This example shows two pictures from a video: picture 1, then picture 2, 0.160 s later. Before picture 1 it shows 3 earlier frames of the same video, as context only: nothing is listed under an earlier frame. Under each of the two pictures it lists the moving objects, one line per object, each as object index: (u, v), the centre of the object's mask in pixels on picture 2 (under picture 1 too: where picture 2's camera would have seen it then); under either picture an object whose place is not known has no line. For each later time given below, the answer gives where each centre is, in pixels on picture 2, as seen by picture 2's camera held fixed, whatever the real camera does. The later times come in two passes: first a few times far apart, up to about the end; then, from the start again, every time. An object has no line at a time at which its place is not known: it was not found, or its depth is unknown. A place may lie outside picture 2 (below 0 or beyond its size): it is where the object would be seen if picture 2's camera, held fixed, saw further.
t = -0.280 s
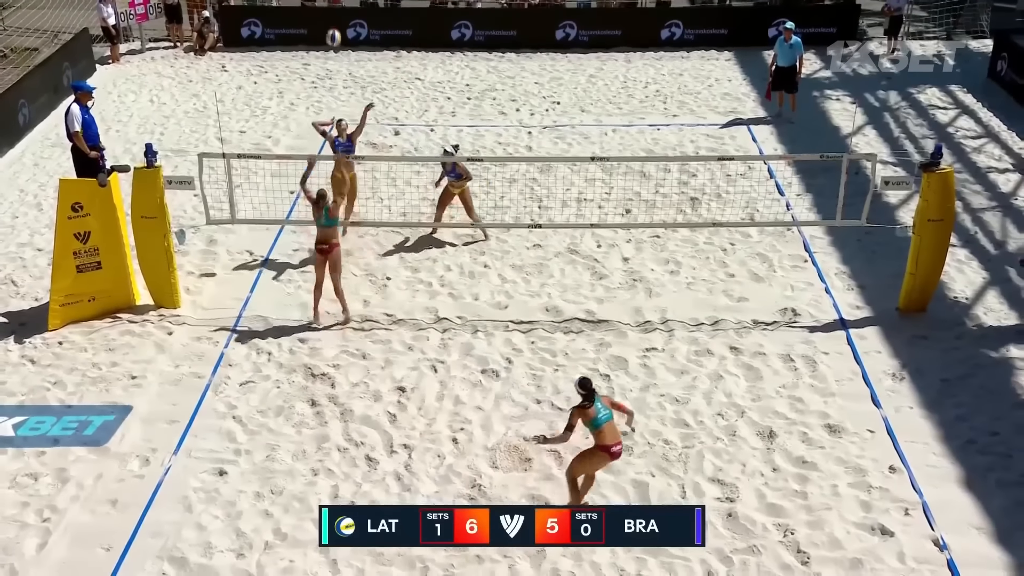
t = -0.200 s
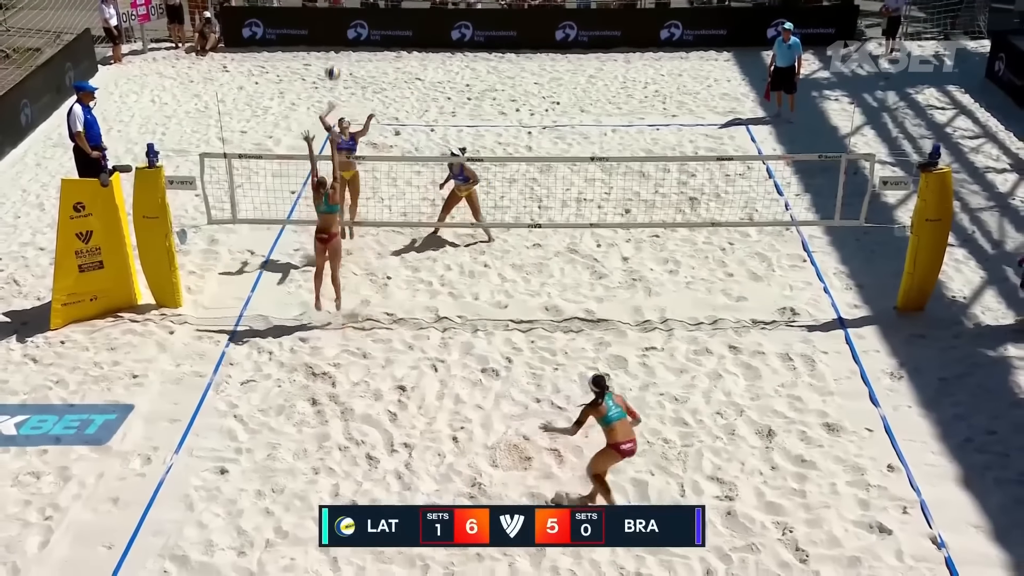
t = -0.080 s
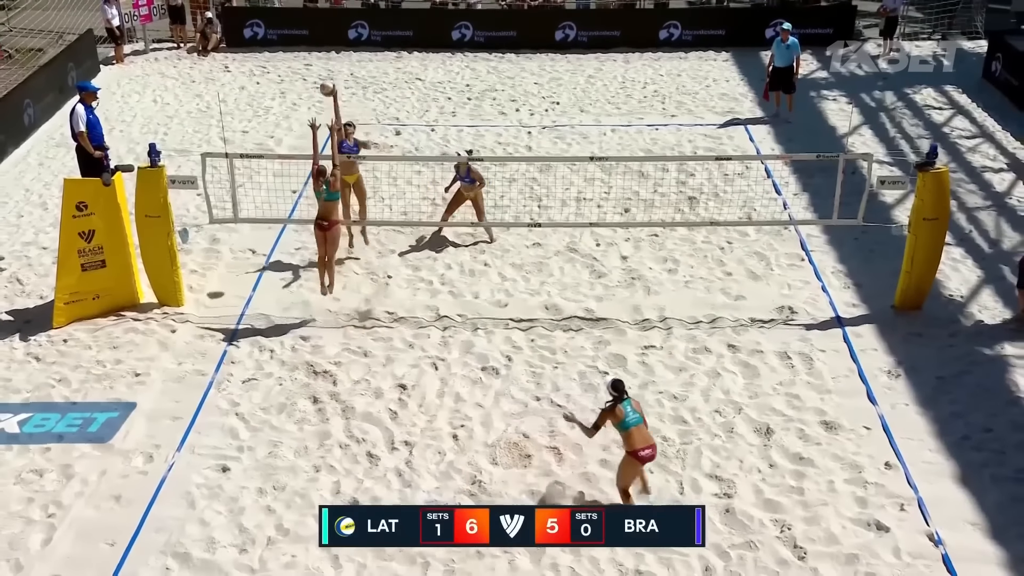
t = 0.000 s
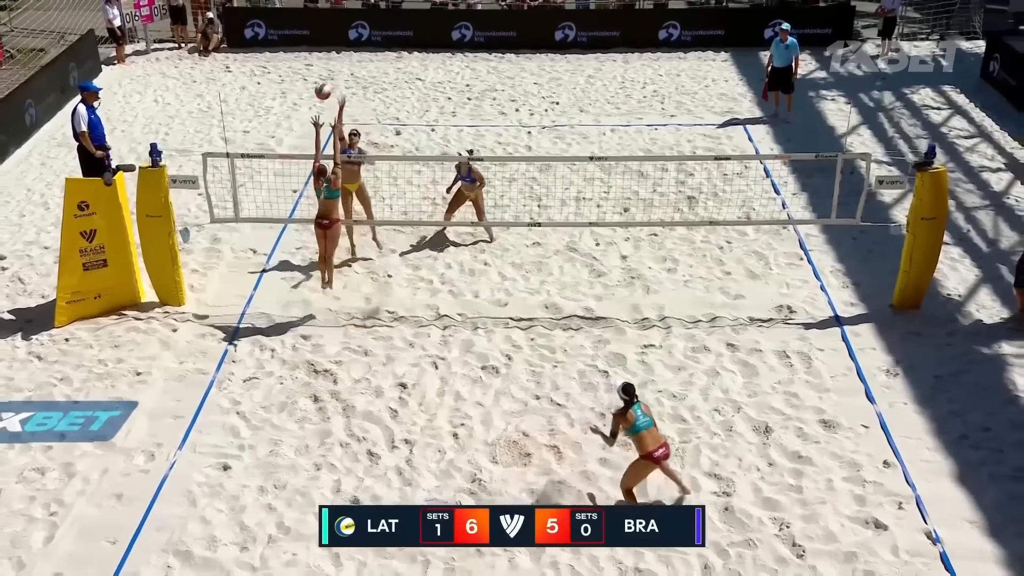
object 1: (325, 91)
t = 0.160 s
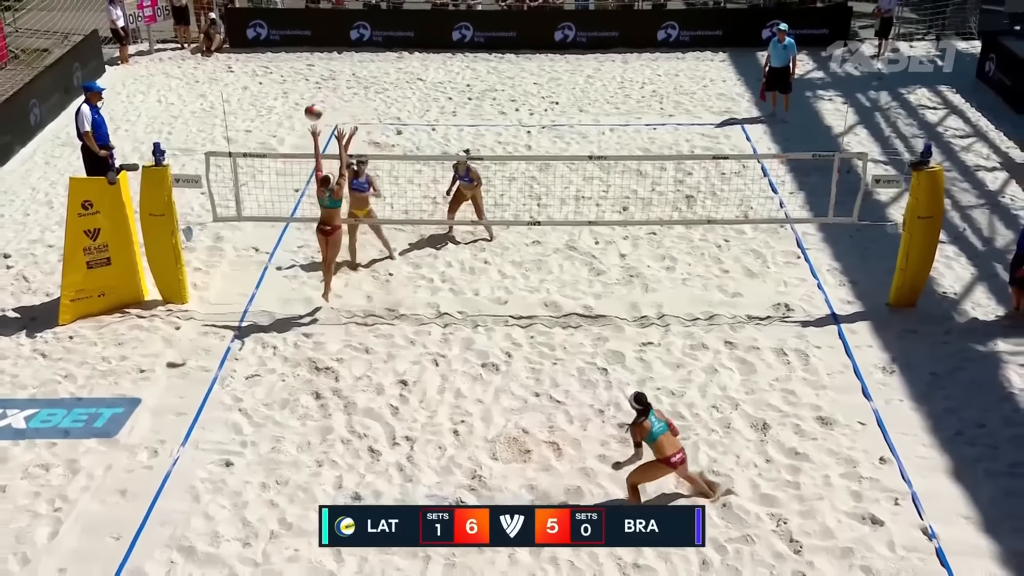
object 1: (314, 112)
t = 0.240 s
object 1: (308, 132)
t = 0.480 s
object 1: (290, 233)
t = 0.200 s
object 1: (310, 121)
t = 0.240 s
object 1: (308, 132)
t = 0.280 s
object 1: (305, 144)
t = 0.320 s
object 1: (302, 158)
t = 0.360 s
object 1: (299, 174)
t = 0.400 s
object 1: (296, 192)
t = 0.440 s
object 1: (293, 210)
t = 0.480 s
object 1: (290, 233)
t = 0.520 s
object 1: (287, 256)
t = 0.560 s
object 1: (284, 282)
